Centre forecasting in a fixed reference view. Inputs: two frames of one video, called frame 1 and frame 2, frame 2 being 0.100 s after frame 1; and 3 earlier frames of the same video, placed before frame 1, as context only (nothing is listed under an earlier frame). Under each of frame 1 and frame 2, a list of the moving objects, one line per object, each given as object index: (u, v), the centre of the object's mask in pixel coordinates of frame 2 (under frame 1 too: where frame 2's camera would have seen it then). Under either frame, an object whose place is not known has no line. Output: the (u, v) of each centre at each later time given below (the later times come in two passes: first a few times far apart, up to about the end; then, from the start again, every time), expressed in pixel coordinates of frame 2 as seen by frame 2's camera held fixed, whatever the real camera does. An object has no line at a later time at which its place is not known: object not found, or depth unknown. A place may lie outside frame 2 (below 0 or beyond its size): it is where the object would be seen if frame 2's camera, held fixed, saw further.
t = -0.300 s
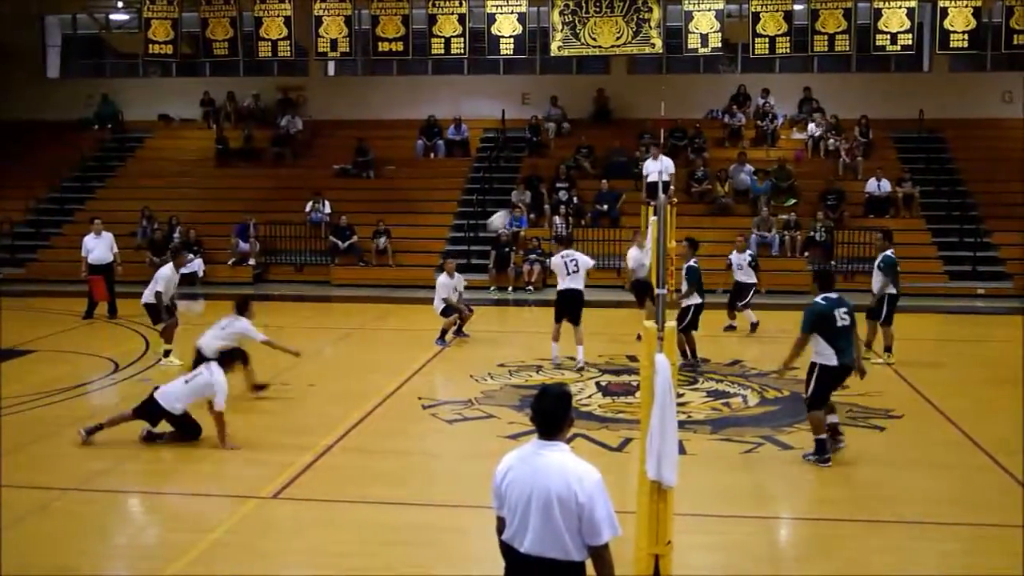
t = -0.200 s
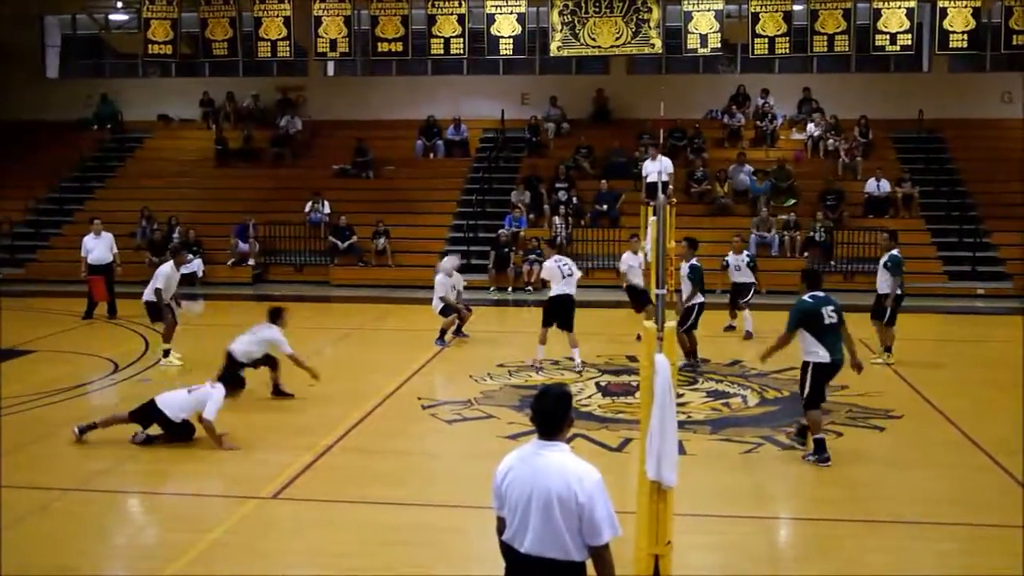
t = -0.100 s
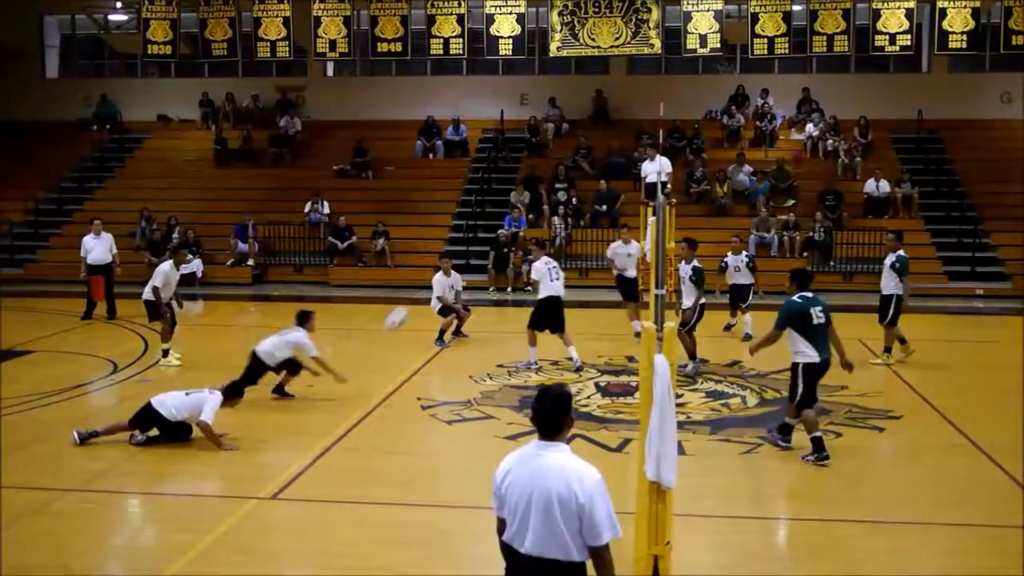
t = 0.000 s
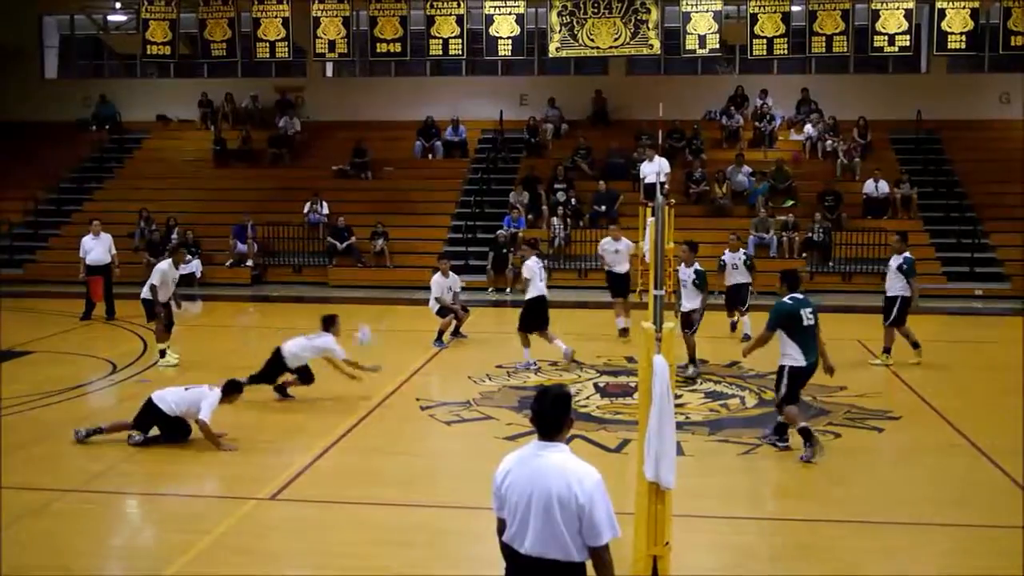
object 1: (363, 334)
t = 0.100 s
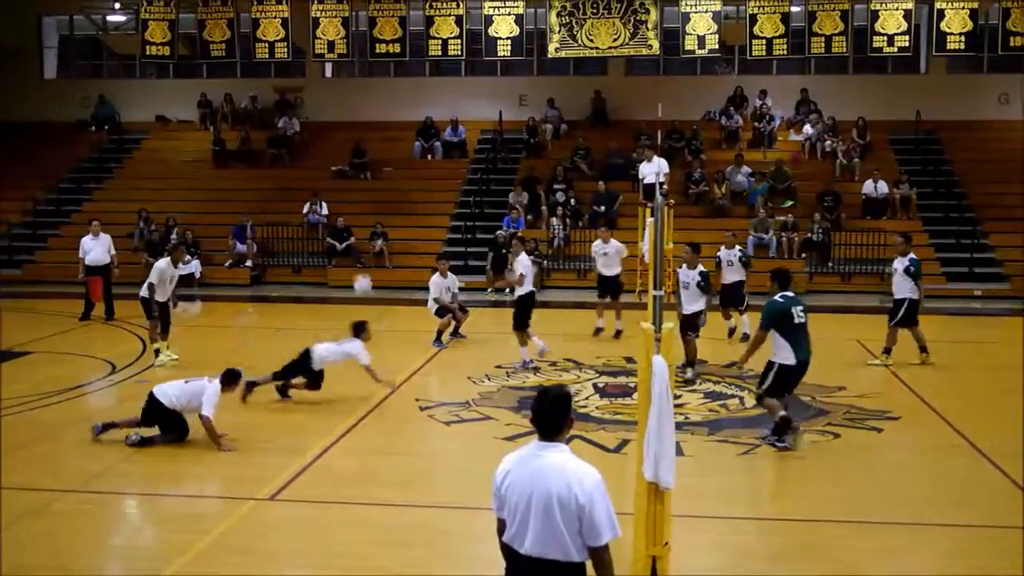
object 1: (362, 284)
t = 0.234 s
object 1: (360, 230)
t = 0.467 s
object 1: (356, 169)
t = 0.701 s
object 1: (353, 155)
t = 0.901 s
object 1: (350, 181)
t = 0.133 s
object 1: (362, 270)
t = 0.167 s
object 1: (362, 256)
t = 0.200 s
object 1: (361, 244)
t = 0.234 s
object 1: (360, 230)
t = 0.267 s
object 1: (360, 218)
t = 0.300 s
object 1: (360, 207)
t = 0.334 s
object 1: (359, 198)
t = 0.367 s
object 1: (358, 190)
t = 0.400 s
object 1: (358, 182)
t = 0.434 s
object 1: (358, 175)
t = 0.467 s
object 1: (356, 169)
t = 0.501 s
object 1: (356, 165)
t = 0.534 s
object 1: (355, 160)
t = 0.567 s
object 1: (355, 157)
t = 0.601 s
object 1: (354, 155)
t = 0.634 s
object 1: (354, 154)
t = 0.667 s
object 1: (353, 154)
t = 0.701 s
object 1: (353, 155)
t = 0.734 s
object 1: (352, 156)
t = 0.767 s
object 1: (352, 159)
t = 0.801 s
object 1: (351, 163)
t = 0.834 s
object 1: (351, 168)
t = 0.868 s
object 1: (351, 174)
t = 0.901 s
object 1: (350, 181)
